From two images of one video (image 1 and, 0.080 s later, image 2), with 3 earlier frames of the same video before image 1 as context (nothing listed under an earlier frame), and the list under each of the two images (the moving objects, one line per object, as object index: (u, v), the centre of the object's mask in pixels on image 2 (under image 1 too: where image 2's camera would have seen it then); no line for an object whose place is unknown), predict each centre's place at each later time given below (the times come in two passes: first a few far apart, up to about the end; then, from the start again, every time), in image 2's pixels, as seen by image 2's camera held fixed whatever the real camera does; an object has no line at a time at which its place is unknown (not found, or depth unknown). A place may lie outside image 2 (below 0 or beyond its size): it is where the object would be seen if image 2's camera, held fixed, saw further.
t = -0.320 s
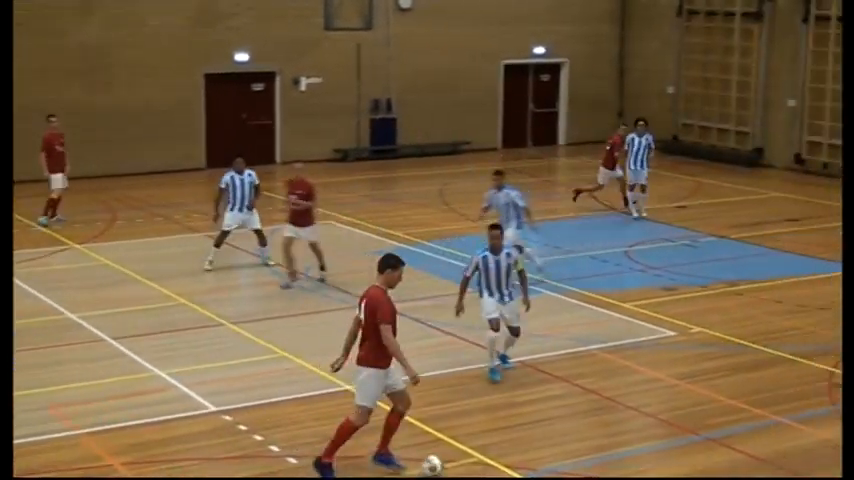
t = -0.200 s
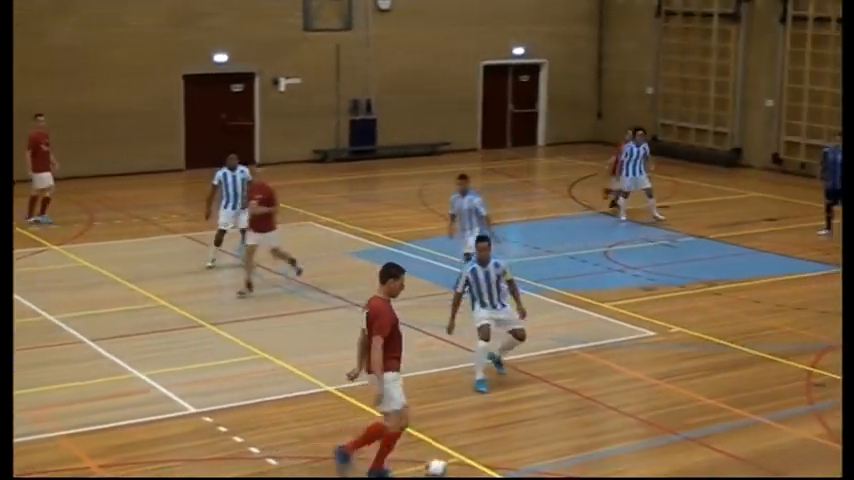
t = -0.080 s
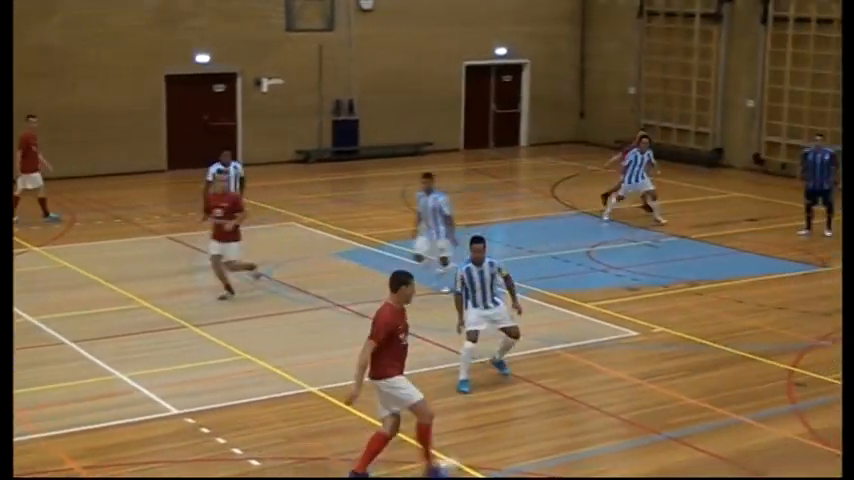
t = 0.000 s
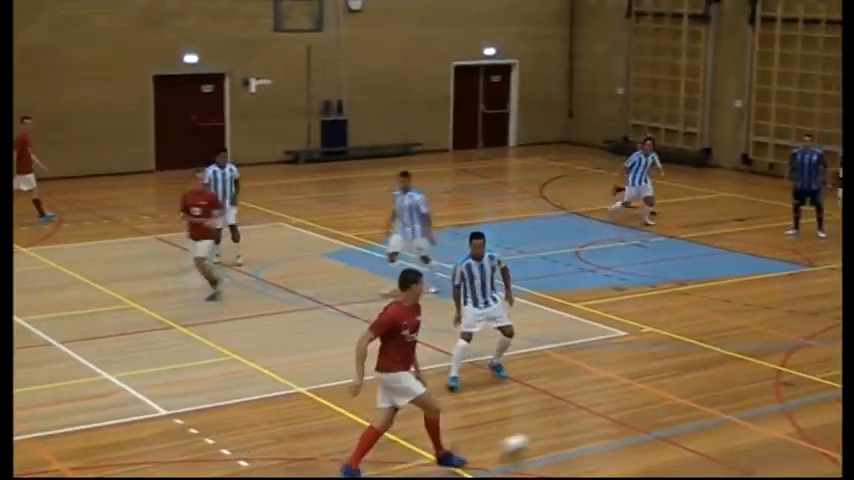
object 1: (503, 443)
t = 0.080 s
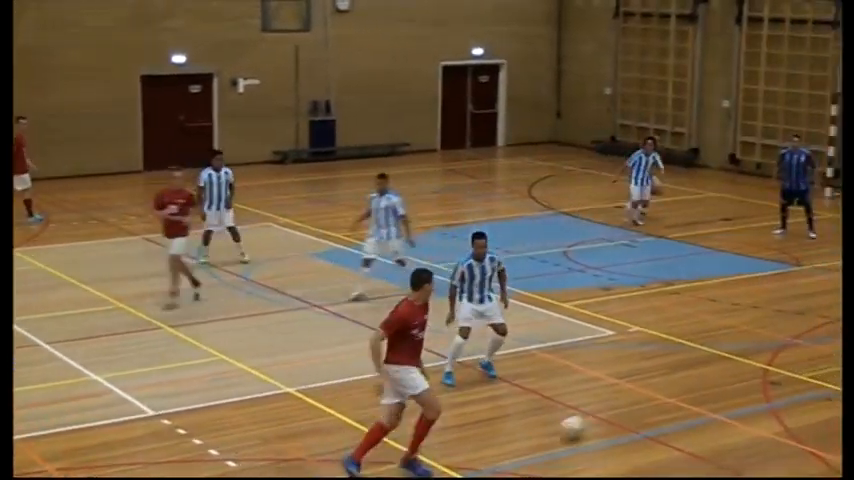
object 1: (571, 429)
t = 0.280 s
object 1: (711, 389)
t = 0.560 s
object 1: (847, 352)
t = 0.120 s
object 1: (605, 420)
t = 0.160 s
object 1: (633, 412)
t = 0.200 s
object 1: (662, 404)
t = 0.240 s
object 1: (686, 396)
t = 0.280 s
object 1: (711, 389)
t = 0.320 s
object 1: (734, 383)
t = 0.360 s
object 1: (756, 377)
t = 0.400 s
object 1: (775, 372)
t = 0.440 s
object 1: (794, 365)
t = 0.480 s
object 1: (812, 361)
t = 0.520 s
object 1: (831, 357)
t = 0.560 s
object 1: (847, 352)
